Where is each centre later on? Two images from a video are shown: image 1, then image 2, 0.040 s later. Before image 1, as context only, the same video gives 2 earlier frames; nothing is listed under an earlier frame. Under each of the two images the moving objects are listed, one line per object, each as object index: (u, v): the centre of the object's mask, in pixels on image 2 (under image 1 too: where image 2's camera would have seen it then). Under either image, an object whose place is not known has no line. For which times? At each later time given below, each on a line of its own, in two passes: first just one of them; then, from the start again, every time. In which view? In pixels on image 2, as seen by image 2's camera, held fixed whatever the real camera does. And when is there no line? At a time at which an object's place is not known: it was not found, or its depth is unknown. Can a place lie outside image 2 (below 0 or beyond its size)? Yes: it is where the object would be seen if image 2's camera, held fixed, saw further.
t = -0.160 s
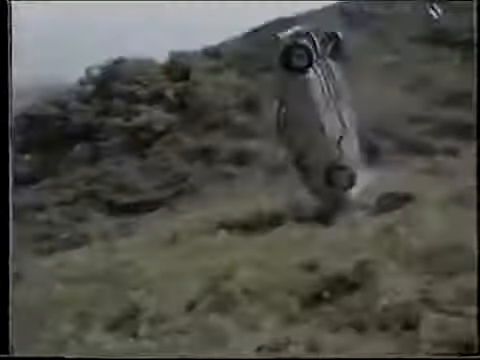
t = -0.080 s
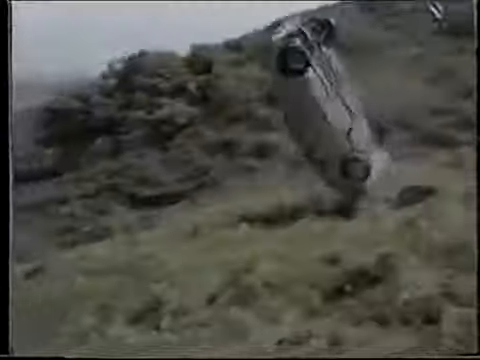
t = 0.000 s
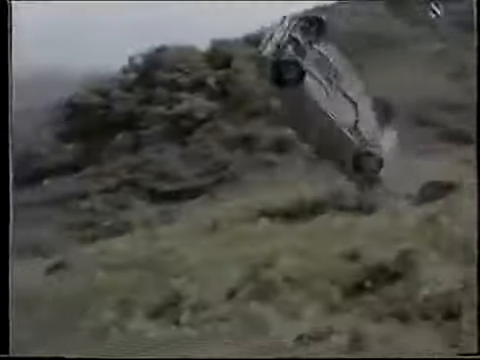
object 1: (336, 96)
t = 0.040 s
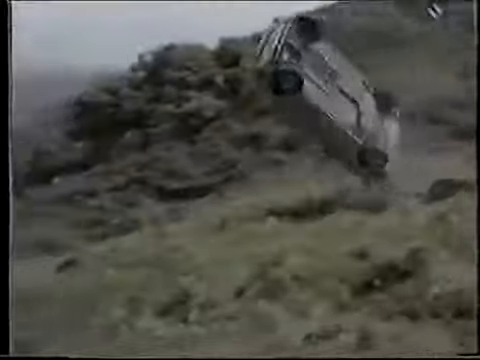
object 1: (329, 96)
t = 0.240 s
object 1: (273, 110)
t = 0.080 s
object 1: (318, 97)
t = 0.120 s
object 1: (306, 100)
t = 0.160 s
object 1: (295, 102)
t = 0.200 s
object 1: (284, 105)
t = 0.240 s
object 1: (273, 110)
